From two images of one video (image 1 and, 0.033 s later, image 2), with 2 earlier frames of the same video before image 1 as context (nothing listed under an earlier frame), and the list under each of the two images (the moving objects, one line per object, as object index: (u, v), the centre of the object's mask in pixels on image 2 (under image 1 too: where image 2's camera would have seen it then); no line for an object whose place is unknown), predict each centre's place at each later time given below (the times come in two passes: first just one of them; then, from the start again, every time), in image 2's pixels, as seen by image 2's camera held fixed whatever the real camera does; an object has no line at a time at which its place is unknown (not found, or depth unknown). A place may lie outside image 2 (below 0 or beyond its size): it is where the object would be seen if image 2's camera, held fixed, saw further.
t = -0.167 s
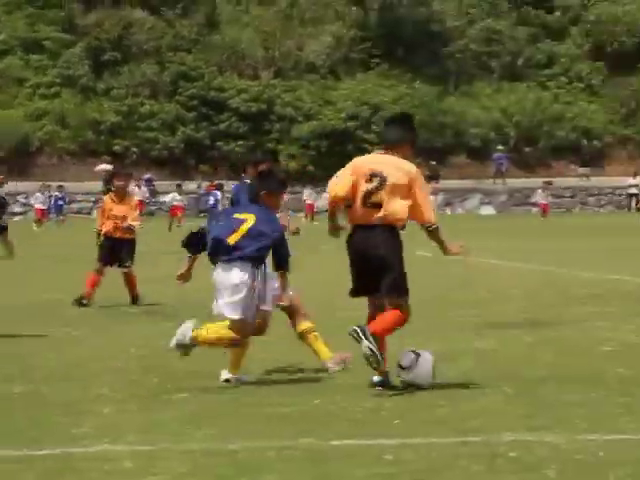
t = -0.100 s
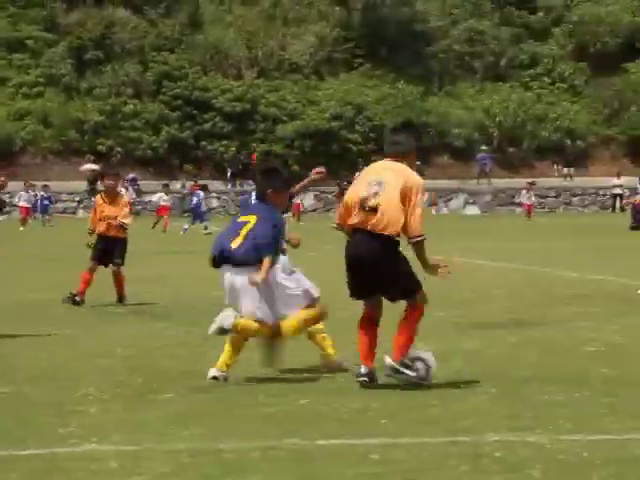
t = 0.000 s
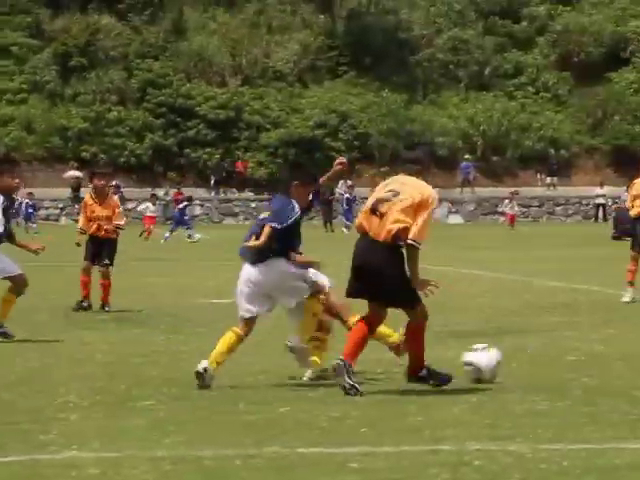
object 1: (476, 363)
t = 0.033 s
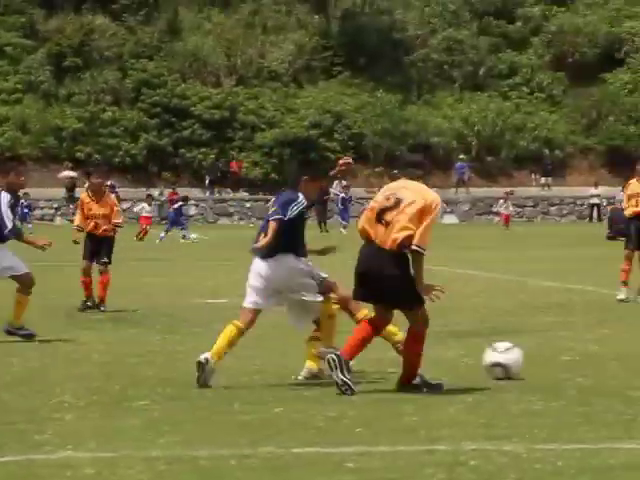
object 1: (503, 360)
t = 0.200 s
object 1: (611, 343)
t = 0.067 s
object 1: (527, 358)
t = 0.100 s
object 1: (551, 354)
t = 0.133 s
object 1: (572, 350)
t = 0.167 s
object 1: (592, 346)
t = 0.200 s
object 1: (611, 343)
